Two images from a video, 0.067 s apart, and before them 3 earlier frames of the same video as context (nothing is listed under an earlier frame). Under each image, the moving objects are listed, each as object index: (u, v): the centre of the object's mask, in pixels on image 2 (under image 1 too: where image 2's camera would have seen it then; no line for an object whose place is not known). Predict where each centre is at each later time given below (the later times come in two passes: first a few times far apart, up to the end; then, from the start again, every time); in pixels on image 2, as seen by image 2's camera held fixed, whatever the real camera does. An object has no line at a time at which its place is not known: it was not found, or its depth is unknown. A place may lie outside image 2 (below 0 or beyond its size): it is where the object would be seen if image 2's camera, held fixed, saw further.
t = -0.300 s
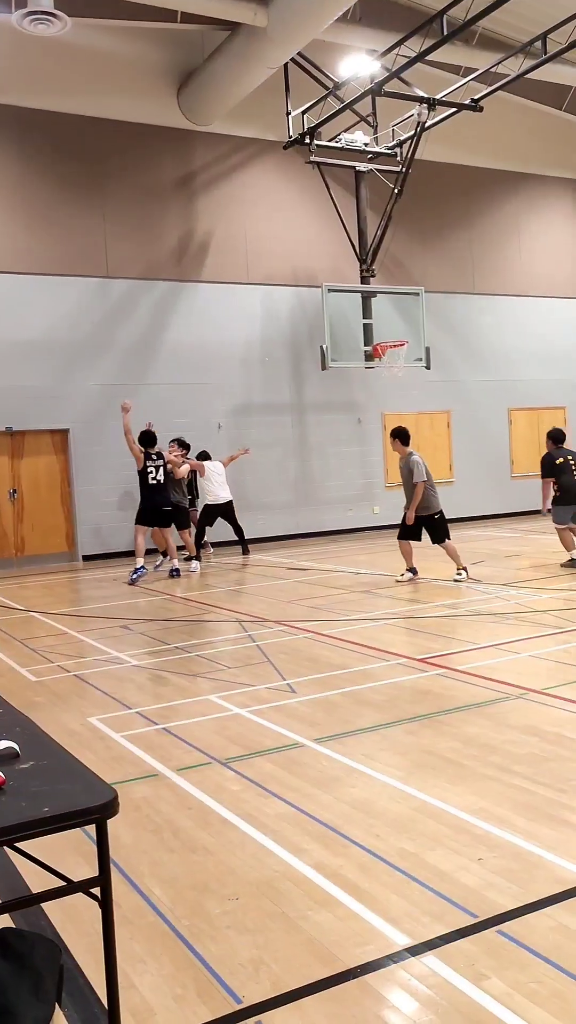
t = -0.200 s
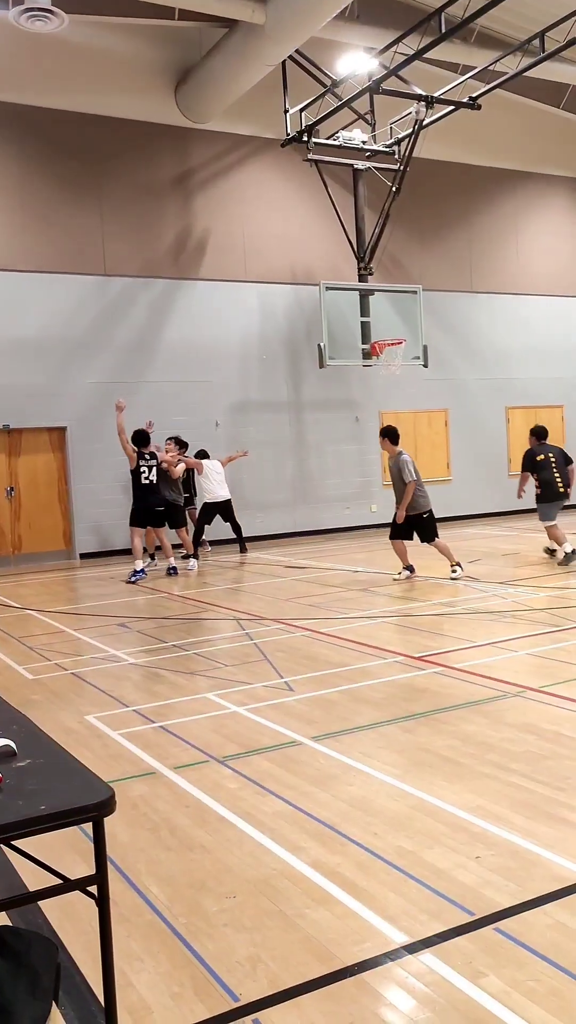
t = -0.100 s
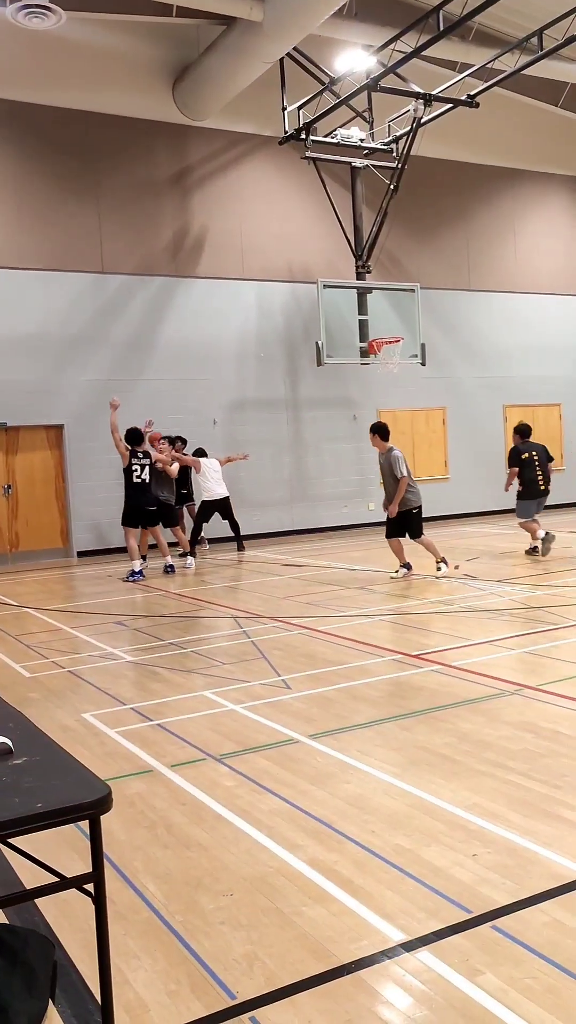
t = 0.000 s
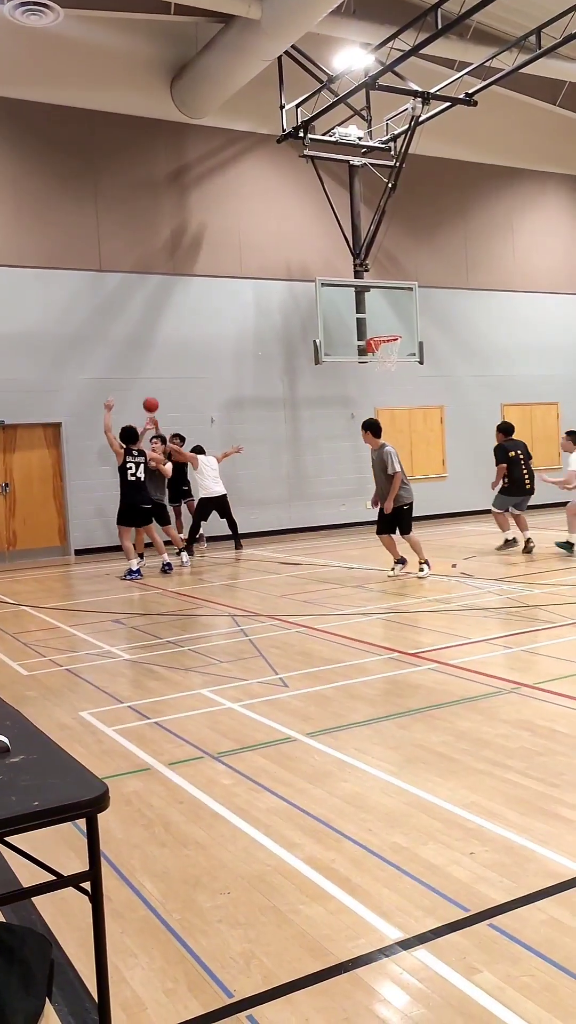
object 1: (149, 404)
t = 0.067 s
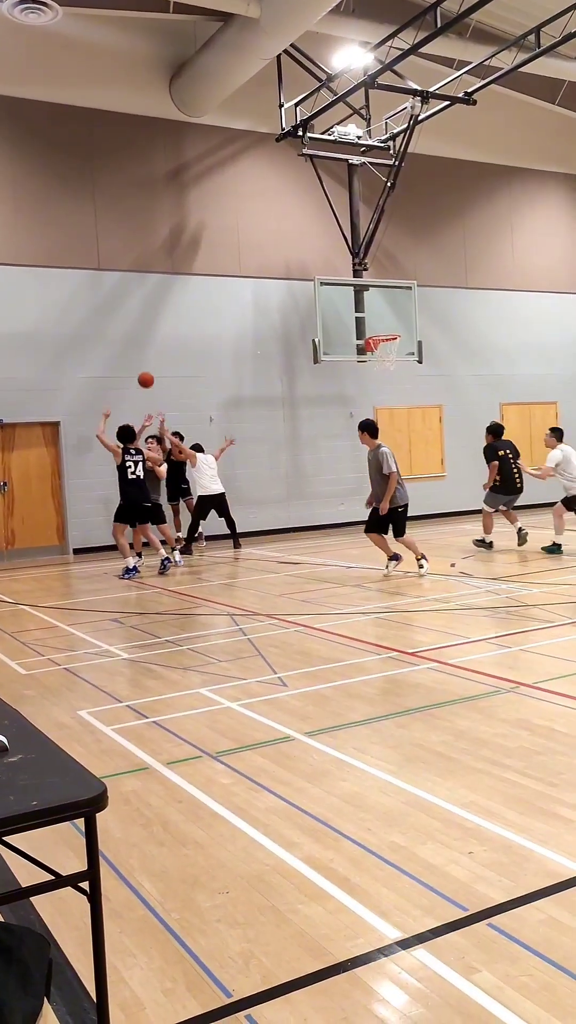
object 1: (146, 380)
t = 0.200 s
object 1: (139, 339)
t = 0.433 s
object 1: (128, 290)
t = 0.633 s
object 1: (118, 277)
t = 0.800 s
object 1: (110, 292)
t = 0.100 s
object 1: (144, 369)
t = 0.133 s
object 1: (142, 358)
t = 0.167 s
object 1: (141, 348)
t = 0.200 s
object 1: (139, 339)
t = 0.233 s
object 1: (137, 330)
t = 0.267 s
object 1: (136, 321)
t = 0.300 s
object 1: (134, 314)
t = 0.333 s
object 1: (132, 307)
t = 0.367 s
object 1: (131, 301)
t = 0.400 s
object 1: (129, 295)
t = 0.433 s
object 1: (128, 290)
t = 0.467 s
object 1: (126, 286)
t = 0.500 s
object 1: (124, 283)
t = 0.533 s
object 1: (123, 280)
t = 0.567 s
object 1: (121, 278)
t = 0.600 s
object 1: (119, 277)
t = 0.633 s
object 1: (118, 277)
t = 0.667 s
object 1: (116, 278)
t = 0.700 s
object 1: (115, 280)
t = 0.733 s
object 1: (113, 283)
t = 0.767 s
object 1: (112, 287)
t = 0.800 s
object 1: (110, 292)
